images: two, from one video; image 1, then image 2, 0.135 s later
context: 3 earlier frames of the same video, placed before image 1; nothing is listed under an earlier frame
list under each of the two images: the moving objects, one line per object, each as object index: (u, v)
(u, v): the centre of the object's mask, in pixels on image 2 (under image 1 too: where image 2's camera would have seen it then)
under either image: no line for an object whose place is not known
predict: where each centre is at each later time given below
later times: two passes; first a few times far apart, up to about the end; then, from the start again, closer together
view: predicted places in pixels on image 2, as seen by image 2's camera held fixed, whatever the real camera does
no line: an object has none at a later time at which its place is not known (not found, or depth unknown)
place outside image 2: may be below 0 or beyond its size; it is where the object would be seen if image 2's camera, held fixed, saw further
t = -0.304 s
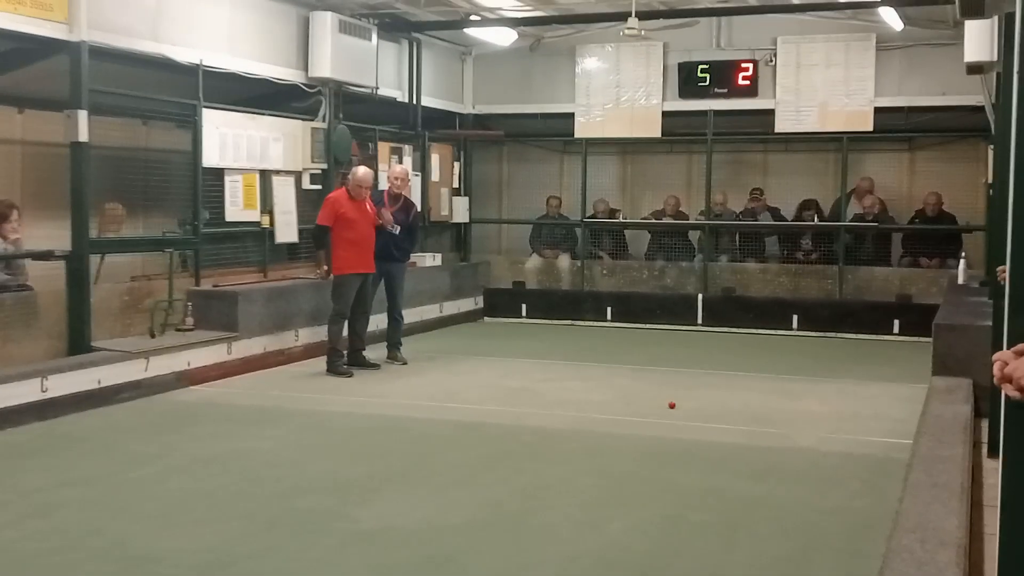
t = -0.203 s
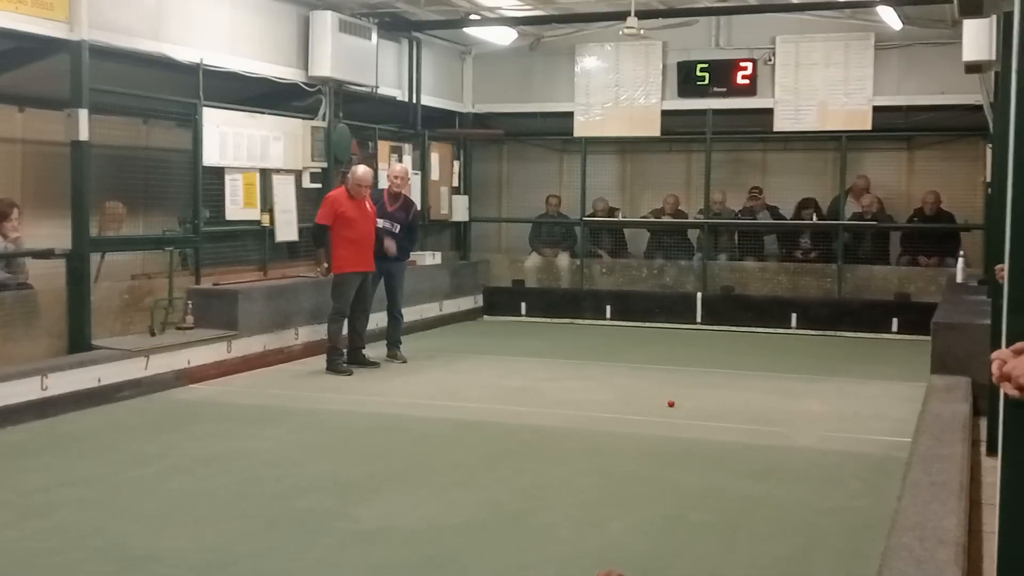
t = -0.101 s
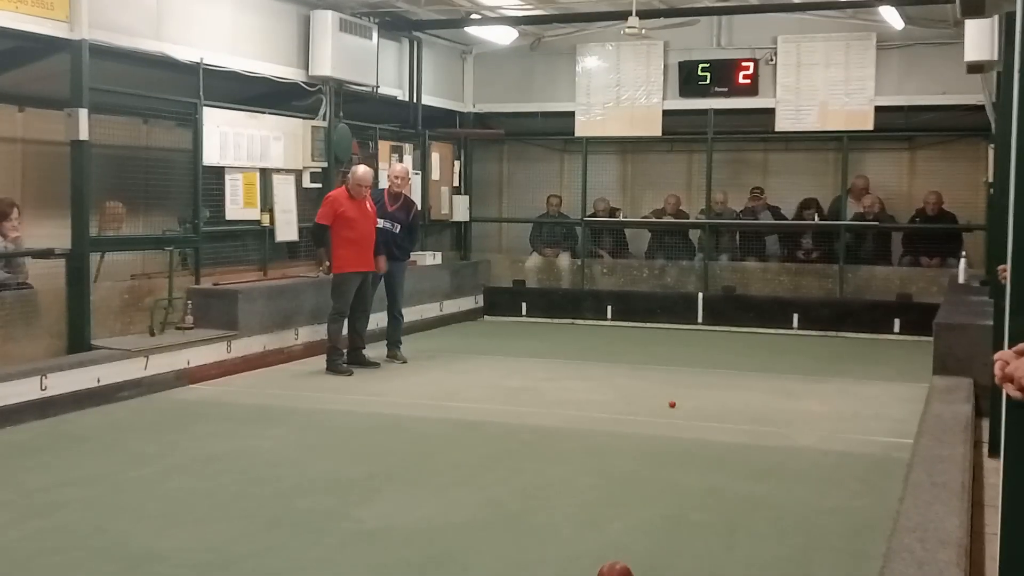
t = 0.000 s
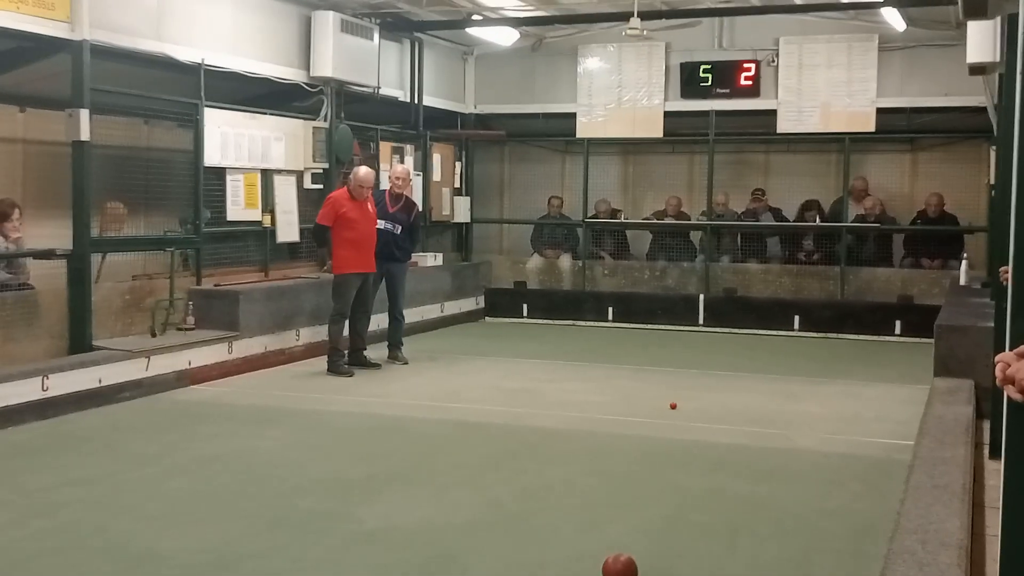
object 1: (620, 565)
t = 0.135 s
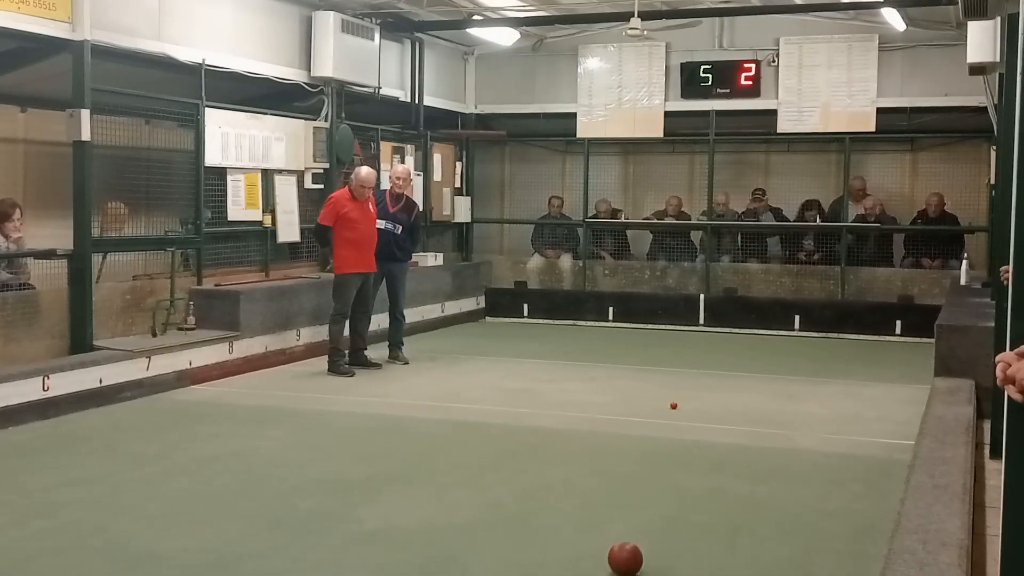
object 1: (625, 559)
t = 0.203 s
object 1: (627, 554)
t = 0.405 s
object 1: (633, 537)
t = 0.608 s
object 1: (639, 524)
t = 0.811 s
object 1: (645, 512)
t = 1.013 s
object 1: (649, 500)
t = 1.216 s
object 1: (654, 490)
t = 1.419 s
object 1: (658, 481)
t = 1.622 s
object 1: (662, 473)
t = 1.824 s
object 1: (665, 465)
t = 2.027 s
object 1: (669, 458)
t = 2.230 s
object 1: (672, 452)
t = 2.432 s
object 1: (675, 446)
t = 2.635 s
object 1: (678, 440)
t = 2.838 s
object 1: (680, 435)
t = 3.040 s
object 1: (683, 431)
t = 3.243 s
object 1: (685, 426)
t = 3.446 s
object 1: (688, 422)
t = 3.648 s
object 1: (690, 419)
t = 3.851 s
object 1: (691, 415)
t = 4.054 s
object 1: (693, 412)
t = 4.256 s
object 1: (694, 409)
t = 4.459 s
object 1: (695, 407)
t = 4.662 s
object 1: (696, 405)
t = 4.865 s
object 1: (697, 402)
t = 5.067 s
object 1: (697, 400)
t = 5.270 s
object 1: (697, 398)
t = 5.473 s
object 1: (698, 396)
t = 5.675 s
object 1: (698, 395)
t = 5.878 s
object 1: (699, 394)
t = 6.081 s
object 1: (700, 393)
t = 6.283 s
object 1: (701, 391)
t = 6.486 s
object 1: (701, 390)
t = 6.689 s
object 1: (703, 390)
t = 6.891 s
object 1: (703, 389)
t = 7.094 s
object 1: (704, 388)
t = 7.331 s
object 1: (705, 388)
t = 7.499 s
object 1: (706, 388)
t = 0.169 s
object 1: (626, 556)
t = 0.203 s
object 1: (627, 554)
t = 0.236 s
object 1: (628, 553)
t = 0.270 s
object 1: (629, 550)
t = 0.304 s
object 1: (631, 547)
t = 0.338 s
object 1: (632, 544)
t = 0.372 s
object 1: (633, 541)
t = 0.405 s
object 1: (633, 537)
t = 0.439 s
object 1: (634, 536)
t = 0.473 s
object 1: (635, 534)
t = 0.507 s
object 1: (636, 531)
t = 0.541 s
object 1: (637, 529)
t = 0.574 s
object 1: (638, 527)
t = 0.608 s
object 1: (639, 524)
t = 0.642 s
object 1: (640, 522)
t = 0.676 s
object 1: (641, 520)
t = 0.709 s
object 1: (642, 518)
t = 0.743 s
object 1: (643, 516)
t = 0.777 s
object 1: (644, 514)
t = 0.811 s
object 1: (645, 512)
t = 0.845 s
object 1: (645, 510)
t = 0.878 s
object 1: (646, 508)
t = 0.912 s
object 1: (647, 506)
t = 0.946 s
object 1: (648, 504)
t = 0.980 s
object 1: (649, 502)
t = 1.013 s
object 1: (649, 500)
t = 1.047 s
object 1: (650, 498)
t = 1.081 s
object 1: (651, 497)
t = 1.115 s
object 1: (652, 495)
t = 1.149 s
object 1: (653, 494)
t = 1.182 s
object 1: (653, 492)
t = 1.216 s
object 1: (654, 490)
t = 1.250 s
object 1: (655, 489)
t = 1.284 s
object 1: (655, 487)
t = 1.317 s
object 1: (656, 485)
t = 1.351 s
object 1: (657, 484)
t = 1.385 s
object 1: (657, 482)
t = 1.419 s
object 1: (658, 481)
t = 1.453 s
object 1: (659, 480)
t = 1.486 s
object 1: (659, 478)
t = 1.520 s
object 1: (660, 477)
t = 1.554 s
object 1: (661, 475)
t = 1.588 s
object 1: (661, 474)
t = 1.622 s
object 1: (662, 473)
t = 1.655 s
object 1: (663, 471)
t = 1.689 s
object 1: (663, 470)
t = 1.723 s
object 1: (664, 469)
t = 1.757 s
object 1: (664, 467)
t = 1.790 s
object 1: (665, 466)
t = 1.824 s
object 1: (665, 465)
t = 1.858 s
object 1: (666, 464)
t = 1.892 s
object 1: (667, 463)
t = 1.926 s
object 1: (667, 461)
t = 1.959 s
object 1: (668, 460)
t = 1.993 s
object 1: (668, 459)
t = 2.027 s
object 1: (669, 458)
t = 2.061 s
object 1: (669, 457)
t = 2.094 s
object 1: (670, 456)
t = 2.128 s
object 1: (670, 455)
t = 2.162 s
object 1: (671, 454)
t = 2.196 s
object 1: (671, 453)
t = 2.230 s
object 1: (672, 452)
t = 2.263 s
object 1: (672, 451)
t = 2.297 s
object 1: (673, 450)
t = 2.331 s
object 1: (673, 448)
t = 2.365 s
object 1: (674, 448)
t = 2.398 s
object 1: (674, 447)
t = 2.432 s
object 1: (675, 446)
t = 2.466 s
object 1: (675, 445)
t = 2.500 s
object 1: (676, 444)
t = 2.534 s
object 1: (676, 443)
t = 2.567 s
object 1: (677, 442)
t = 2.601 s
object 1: (677, 441)
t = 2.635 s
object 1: (678, 440)
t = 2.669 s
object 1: (678, 439)
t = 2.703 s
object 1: (679, 438)
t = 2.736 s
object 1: (679, 438)
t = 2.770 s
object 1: (680, 437)
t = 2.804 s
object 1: (680, 436)
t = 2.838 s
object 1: (680, 435)
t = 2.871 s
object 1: (681, 434)
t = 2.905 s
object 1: (681, 433)
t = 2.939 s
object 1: (682, 433)
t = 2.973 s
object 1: (682, 432)
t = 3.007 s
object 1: (683, 431)
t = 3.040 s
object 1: (683, 431)
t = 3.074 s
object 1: (684, 430)
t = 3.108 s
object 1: (684, 429)
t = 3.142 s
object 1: (685, 428)
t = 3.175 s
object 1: (685, 428)
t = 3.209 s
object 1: (685, 427)
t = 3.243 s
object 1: (685, 426)
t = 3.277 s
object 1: (686, 426)
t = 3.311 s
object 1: (686, 425)
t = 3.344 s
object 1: (687, 424)
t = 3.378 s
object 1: (687, 424)
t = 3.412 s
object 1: (687, 423)
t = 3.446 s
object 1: (688, 422)
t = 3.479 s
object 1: (688, 422)
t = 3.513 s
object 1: (688, 421)
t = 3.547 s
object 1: (689, 421)
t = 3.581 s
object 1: (689, 420)
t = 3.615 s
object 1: (689, 419)
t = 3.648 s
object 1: (690, 419)
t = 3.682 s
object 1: (690, 418)
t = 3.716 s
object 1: (690, 418)
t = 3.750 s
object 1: (690, 417)
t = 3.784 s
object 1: (691, 416)
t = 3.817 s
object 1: (691, 416)
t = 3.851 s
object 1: (691, 415)
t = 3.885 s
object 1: (691, 415)
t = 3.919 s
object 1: (692, 414)
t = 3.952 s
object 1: (692, 414)
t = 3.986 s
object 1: (692, 413)
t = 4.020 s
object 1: (692, 413)
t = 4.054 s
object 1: (693, 412)
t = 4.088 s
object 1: (693, 412)
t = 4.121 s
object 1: (693, 411)
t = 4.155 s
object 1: (693, 411)
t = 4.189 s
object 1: (694, 410)
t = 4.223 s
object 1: (694, 410)
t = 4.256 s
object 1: (694, 409)
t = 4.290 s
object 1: (694, 409)
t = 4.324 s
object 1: (694, 409)
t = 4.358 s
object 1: (695, 408)
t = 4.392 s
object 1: (695, 408)
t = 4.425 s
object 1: (695, 407)
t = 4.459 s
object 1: (695, 407)
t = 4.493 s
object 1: (695, 407)
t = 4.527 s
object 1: (695, 406)
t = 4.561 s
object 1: (696, 406)
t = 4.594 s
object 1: (696, 405)
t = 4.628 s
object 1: (696, 405)
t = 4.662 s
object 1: (696, 405)
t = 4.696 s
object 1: (696, 404)
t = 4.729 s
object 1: (696, 404)
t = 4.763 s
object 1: (696, 403)
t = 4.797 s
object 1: (696, 403)
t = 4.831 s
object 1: (696, 402)
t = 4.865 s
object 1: (697, 402)
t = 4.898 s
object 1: (697, 402)
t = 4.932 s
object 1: (697, 401)
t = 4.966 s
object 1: (697, 401)
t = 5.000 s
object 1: (697, 401)
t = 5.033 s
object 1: (697, 400)
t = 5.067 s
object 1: (697, 400)
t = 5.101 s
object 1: (697, 400)
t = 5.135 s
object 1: (697, 399)
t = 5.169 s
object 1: (697, 399)
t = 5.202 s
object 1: (697, 399)
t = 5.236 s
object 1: (697, 399)
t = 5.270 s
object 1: (697, 398)
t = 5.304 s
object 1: (697, 398)
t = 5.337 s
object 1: (697, 398)
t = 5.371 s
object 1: (698, 397)
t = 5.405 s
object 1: (698, 397)
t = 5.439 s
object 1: (698, 397)
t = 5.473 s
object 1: (698, 396)
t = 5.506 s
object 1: (698, 396)
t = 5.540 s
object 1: (698, 396)
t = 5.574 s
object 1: (698, 396)
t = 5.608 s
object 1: (698, 395)
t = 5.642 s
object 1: (698, 395)
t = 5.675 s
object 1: (698, 395)
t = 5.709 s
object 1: (698, 395)
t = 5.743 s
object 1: (698, 394)
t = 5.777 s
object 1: (699, 394)
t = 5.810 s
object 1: (699, 394)
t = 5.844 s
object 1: (699, 394)
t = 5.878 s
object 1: (699, 394)
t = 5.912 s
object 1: (699, 393)
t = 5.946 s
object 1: (699, 393)
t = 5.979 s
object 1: (699, 393)
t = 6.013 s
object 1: (699, 393)
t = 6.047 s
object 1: (700, 393)
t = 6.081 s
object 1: (700, 393)
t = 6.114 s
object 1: (700, 392)
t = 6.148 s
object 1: (700, 392)
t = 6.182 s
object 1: (700, 392)
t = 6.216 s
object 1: (700, 392)
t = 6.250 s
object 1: (700, 391)
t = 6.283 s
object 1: (701, 391)
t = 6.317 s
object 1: (701, 391)
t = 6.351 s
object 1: (701, 391)
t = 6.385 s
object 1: (701, 391)
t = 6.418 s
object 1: (701, 391)
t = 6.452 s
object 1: (701, 391)
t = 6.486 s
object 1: (701, 390)
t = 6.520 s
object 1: (702, 390)
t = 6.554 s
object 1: (702, 390)
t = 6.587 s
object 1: (702, 390)
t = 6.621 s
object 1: (702, 390)
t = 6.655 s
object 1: (702, 390)
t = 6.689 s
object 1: (703, 390)
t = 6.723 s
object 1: (703, 389)
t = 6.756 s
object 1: (703, 389)
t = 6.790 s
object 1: (703, 389)
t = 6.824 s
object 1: (703, 389)
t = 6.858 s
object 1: (703, 389)
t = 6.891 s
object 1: (703, 389)
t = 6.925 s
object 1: (704, 389)
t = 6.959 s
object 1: (704, 389)
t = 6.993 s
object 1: (704, 389)
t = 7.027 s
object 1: (704, 389)
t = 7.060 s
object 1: (704, 389)
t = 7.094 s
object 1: (704, 388)
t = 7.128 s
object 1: (704, 388)
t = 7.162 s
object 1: (704, 388)
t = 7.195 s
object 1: (705, 388)
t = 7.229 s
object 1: (705, 388)
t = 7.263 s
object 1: (705, 388)
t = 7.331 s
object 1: (705, 388)
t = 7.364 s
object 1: (705, 388)
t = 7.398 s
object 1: (706, 388)
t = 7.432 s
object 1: (706, 388)
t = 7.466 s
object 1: (706, 388)
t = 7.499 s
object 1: (706, 388)
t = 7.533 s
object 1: (707, 388)
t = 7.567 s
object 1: (707, 388)
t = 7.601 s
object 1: (707, 388)
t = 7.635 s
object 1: (707, 388)
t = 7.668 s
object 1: (711, 390)
